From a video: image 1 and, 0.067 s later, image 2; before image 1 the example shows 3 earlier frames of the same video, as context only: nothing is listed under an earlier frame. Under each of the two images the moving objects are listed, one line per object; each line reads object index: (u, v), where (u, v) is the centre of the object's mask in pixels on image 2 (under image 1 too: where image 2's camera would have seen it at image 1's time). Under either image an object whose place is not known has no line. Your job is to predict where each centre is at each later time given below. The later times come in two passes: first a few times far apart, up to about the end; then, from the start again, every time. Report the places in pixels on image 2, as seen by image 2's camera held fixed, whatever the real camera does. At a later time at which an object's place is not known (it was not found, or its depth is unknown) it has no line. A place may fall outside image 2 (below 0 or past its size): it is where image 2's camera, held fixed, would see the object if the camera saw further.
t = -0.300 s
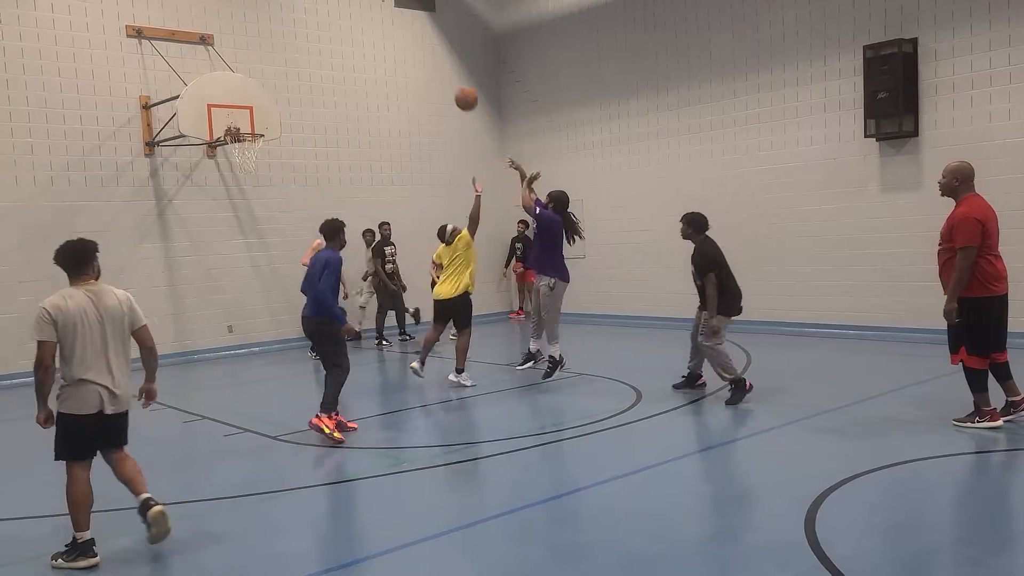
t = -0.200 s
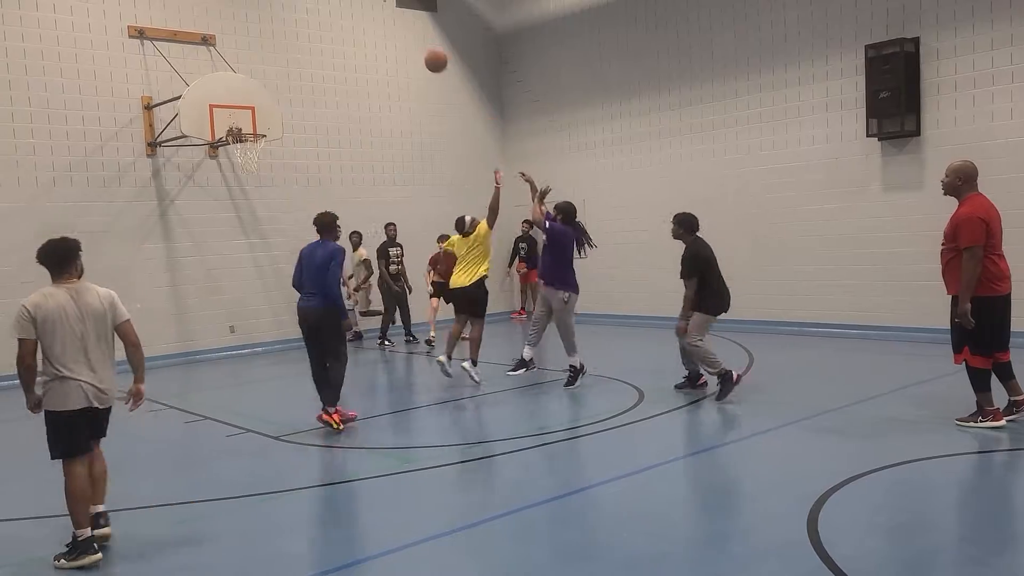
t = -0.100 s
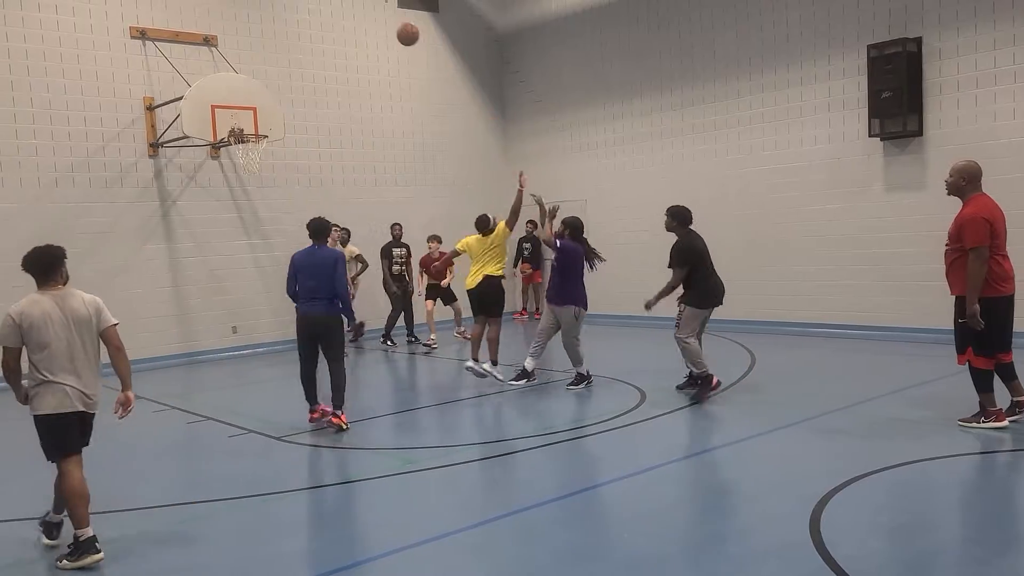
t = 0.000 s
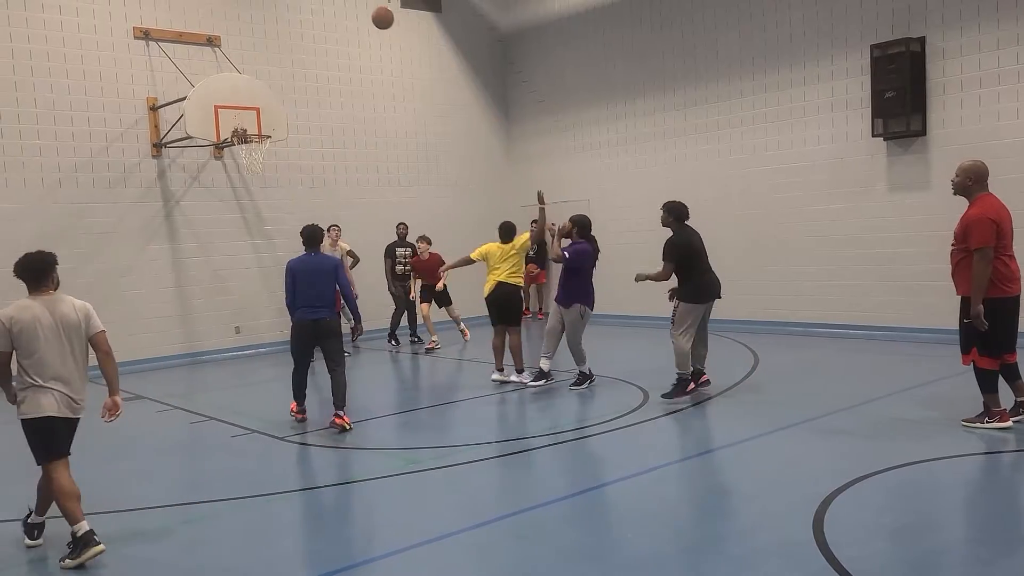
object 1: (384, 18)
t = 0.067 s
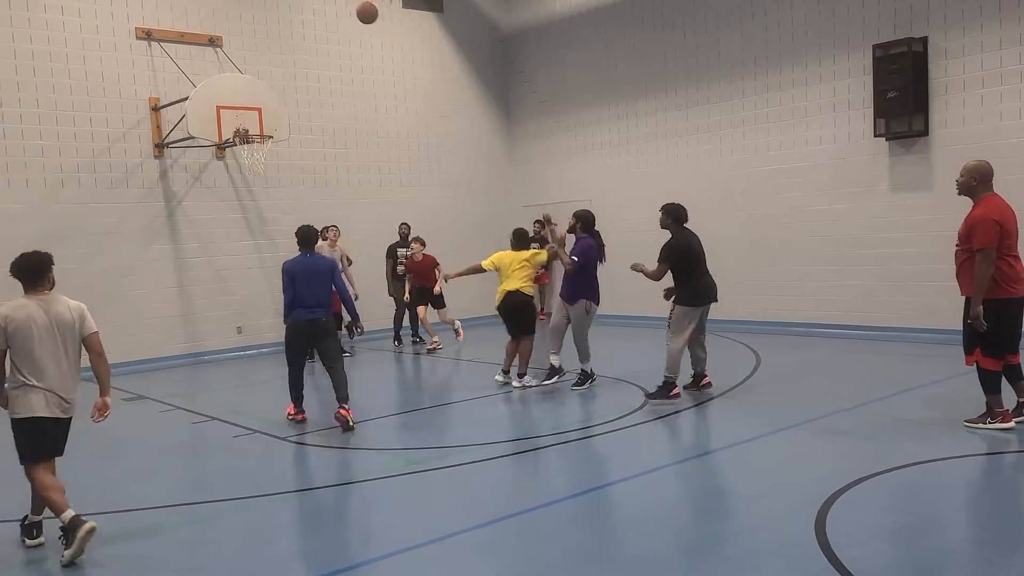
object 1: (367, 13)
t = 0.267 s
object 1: (319, 21)
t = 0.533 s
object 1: (267, 80)
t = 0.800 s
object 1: (271, 152)
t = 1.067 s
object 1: (271, 160)
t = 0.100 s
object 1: (359, 11)
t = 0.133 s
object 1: (350, 11)
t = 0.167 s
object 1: (343, 13)
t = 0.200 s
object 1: (335, 15)
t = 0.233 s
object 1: (327, 17)
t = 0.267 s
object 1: (319, 21)
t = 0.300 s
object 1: (312, 26)
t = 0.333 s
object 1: (305, 31)
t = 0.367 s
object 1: (299, 37)
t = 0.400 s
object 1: (292, 44)
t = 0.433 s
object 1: (286, 52)
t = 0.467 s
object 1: (279, 61)
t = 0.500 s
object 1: (273, 71)
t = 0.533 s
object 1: (267, 80)
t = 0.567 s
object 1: (262, 91)
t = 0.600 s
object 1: (256, 103)
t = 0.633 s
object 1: (252, 113)
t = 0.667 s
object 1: (246, 126)
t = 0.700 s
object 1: (245, 136)
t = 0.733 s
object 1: (255, 144)
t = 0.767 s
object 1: (265, 151)
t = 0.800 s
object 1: (271, 152)
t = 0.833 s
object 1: (274, 151)
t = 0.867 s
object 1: (275, 148)
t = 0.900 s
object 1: (275, 152)
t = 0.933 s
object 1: (275, 152)
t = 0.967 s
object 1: (276, 153)
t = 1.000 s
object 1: (275, 154)
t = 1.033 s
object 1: (273, 155)
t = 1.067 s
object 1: (271, 160)
